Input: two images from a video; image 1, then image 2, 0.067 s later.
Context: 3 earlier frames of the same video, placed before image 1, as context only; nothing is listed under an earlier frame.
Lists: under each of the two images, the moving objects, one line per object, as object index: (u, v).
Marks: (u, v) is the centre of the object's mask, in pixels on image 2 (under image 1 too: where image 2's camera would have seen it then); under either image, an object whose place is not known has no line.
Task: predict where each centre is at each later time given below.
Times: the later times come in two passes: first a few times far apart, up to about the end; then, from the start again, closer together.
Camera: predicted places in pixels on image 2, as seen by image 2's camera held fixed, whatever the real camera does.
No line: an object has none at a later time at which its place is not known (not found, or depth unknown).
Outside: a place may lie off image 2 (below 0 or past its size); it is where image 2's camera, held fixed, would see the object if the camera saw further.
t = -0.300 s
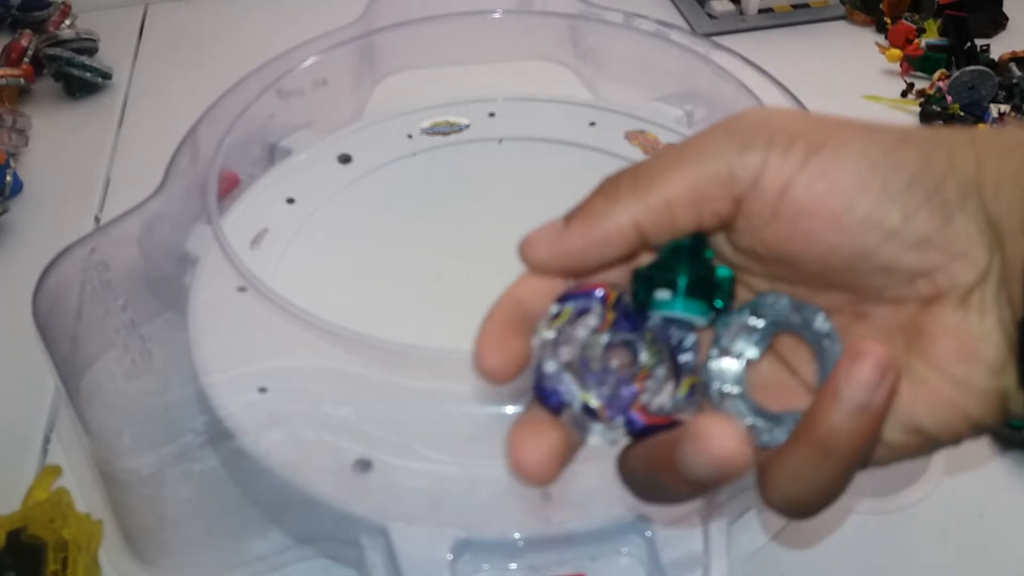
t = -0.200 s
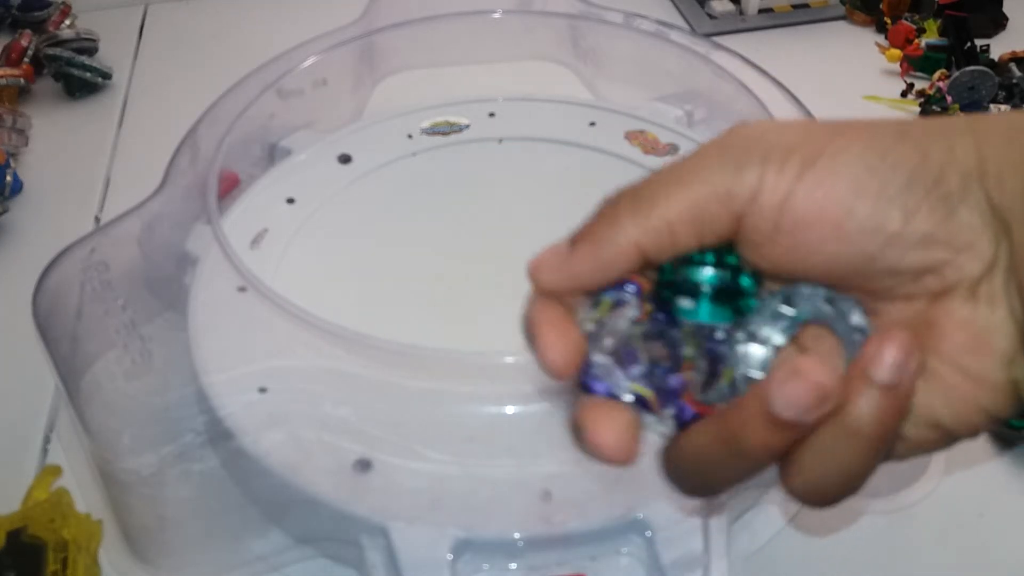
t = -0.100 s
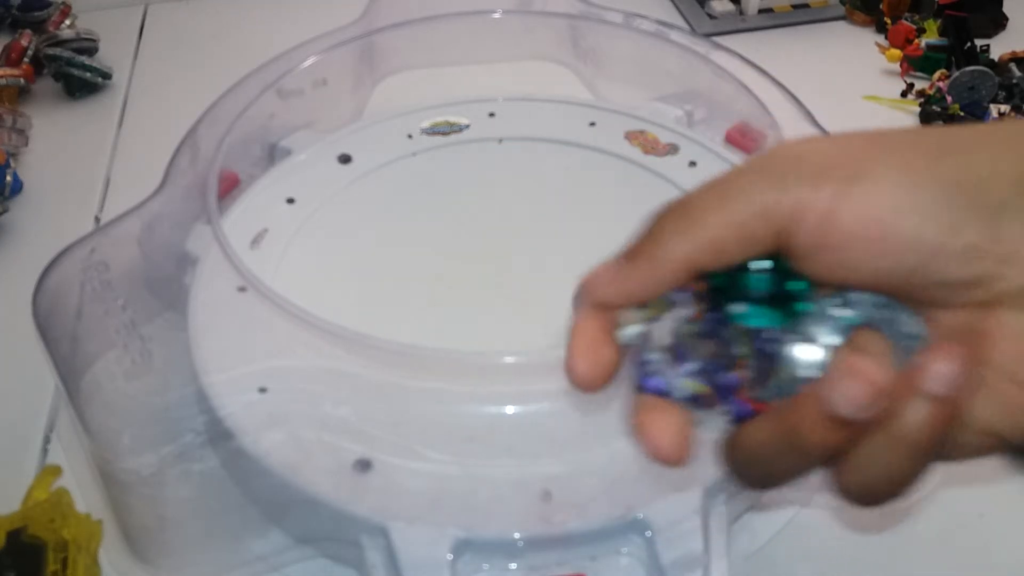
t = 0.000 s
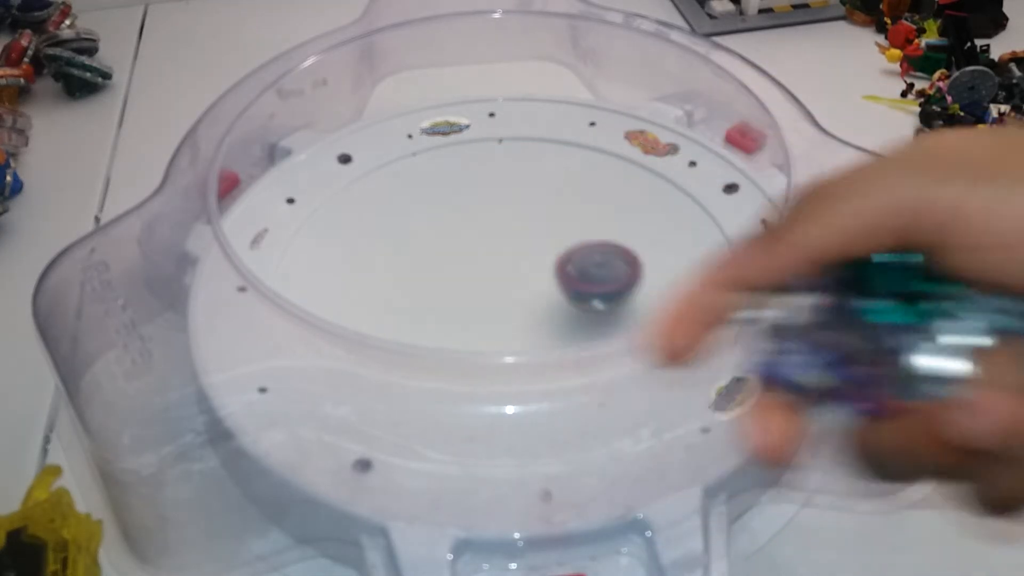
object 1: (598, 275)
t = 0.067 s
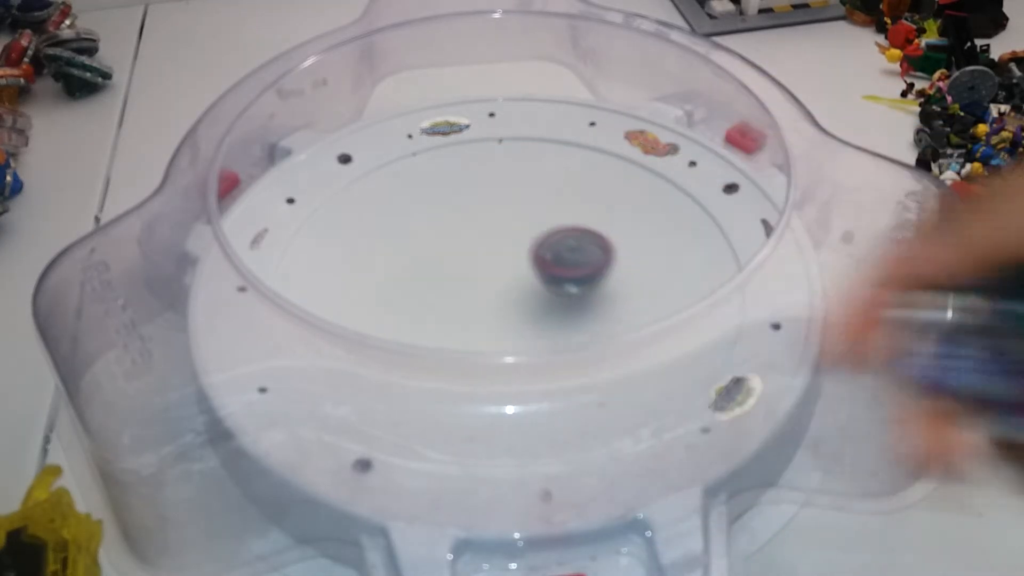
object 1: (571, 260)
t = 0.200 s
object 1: (509, 242)
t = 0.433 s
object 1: (407, 257)
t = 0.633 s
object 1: (436, 311)
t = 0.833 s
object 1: (542, 297)
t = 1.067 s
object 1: (590, 229)
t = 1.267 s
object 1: (531, 198)
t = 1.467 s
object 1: (479, 258)
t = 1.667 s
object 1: (502, 322)
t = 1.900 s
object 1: (591, 322)
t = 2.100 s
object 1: (573, 273)
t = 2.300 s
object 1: (490, 247)
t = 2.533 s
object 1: (403, 263)
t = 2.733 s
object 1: (455, 304)
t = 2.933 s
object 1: (546, 282)
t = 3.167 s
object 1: (581, 224)
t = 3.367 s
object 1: (519, 219)
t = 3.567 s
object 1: (491, 280)
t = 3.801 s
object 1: (536, 330)
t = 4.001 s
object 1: (589, 307)
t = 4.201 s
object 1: (529, 266)
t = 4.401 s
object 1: (450, 254)
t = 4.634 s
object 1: (426, 292)
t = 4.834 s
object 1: (512, 290)
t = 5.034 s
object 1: (564, 247)
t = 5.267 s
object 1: (527, 216)
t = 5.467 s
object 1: (503, 271)
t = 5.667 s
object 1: (540, 317)
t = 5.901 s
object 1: (588, 298)
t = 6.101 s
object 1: (519, 273)
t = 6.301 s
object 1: (446, 280)
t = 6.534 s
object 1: (459, 310)
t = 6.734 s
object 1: (521, 279)
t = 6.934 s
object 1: (533, 232)
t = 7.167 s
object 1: (490, 239)
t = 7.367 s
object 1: (523, 284)
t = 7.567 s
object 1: (585, 294)
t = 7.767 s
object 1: (577, 269)
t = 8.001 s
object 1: (496, 280)
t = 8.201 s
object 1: (459, 314)
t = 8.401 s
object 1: (507, 314)
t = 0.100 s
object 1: (556, 253)
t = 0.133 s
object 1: (541, 248)
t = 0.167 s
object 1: (526, 245)
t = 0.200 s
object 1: (509, 242)
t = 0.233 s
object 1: (493, 240)
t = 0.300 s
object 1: (460, 241)
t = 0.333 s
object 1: (445, 242)
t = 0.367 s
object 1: (431, 245)
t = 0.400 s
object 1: (418, 250)
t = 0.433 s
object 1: (407, 257)
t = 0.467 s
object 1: (399, 266)
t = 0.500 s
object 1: (396, 275)
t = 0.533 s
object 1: (398, 286)
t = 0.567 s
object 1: (406, 297)
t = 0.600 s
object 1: (419, 306)
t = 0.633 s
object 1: (436, 311)
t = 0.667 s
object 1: (455, 314)
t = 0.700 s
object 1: (474, 314)
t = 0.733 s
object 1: (494, 314)
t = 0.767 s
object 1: (511, 310)
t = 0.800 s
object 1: (527, 306)
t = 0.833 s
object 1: (542, 297)
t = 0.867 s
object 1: (555, 290)
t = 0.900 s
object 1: (566, 281)
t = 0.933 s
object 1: (575, 271)
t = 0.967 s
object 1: (582, 261)
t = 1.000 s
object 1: (587, 251)
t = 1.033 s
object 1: (590, 241)
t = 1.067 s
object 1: (590, 229)
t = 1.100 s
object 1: (587, 219)
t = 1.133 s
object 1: (581, 210)
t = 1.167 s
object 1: (572, 204)
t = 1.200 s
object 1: (560, 198)
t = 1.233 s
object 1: (547, 196)
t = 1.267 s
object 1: (531, 198)
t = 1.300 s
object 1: (516, 204)
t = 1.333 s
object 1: (503, 213)
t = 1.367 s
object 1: (493, 223)
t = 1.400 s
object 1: (486, 234)
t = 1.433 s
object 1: (482, 246)
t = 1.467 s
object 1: (479, 258)
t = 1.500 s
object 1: (477, 271)
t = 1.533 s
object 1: (479, 282)
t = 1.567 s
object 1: (482, 293)
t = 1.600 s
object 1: (486, 305)
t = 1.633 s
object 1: (493, 315)
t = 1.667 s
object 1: (502, 322)
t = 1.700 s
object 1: (513, 327)
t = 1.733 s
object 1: (525, 330)
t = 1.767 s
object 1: (538, 331)
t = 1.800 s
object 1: (552, 331)
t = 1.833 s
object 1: (566, 330)
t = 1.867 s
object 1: (579, 327)
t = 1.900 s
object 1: (591, 322)
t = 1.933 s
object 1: (600, 316)
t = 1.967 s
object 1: (603, 308)
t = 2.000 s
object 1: (602, 301)
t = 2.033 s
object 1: (595, 291)
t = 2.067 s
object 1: (585, 281)
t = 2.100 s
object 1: (573, 273)
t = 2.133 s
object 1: (560, 267)
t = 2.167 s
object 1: (547, 262)
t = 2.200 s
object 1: (534, 257)
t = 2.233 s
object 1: (520, 252)
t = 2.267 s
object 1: (505, 249)
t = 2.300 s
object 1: (490, 247)
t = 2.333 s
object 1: (475, 246)
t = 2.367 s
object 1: (461, 245)
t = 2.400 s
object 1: (446, 246)
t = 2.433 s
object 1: (434, 247)
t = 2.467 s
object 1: (422, 250)
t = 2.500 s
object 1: (411, 256)
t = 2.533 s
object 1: (403, 263)
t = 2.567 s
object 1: (400, 271)
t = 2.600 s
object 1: (402, 279)
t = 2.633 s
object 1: (409, 289)
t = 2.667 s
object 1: (421, 297)
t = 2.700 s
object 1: (437, 302)
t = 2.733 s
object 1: (455, 304)
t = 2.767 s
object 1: (472, 304)
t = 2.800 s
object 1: (488, 303)
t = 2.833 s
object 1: (505, 300)
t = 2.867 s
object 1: (520, 294)
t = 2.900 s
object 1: (533, 289)
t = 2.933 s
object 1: (546, 282)
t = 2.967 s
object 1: (556, 275)
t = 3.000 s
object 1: (565, 267)
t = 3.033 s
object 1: (573, 258)
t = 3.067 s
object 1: (579, 249)
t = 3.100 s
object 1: (582, 240)
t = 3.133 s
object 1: (583, 231)
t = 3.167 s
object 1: (581, 224)
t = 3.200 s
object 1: (575, 217)
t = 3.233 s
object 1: (568, 211)
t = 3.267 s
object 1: (557, 208)
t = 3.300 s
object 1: (544, 209)
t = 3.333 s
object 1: (531, 212)
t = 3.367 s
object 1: (519, 219)
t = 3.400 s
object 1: (508, 229)
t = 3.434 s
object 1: (501, 238)
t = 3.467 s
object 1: (496, 249)
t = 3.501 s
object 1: (492, 260)
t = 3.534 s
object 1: (491, 270)
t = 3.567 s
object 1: (491, 280)
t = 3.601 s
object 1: (492, 290)
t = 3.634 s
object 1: (496, 300)
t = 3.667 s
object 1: (501, 309)
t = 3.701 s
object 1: (507, 318)
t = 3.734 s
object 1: (514, 324)
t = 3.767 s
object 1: (524, 327)
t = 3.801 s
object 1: (536, 330)
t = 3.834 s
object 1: (548, 330)
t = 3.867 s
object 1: (561, 329)
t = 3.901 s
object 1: (572, 326)
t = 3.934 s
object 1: (582, 321)
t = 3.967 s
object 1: (588, 315)
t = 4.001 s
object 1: (589, 307)
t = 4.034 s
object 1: (584, 299)
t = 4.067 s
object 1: (576, 289)
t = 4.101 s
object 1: (565, 283)
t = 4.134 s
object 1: (555, 276)
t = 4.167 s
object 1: (542, 270)
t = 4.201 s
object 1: (529, 266)
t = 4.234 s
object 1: (516, 261)
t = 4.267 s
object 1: (503, 258)
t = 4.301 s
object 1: (491, 256)
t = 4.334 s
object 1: (477, 254)
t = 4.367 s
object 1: (463, 253)
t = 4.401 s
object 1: (450, 254)
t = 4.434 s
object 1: (438, 256)
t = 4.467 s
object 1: (428, 259)
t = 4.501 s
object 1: (419, 263)
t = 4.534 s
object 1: (413, 270)
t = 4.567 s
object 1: (412, 278)
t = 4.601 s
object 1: (416, 286)
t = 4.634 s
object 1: (426, 292)
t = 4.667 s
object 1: (439, 297)
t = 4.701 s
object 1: (453, 299)
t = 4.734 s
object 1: (470, 299)
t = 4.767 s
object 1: (485, 298)
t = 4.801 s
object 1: (500, 294)
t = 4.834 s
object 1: (512, 290)
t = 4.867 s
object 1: (524, 284)
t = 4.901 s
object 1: (535, 277)
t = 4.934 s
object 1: (544, 271)
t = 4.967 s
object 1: (552, 263)
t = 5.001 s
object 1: (558, 256)
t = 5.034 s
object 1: (564, 247)
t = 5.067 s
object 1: (567, 239)
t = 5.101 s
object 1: (566, 231)
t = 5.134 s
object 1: (563, 223)
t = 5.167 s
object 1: (558, 217)
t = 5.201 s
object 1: (549, 214)
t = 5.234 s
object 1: (538, 214)
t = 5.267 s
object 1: (527, 216)
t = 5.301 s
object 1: (516, 224)
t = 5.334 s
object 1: (510, 232)
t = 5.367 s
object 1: (504, 242)
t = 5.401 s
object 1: (501, 252)
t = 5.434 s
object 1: (501, 262)
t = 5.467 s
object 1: (503, 271)
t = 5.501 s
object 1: (506, 280)
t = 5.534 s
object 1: (509, 289)
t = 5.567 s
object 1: (515, 297)
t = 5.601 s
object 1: (523, 305)
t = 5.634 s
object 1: (531, 312)
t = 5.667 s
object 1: (540, 317)
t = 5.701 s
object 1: (550, 320)
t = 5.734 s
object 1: (561, 320)
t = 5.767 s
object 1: (572, 319)
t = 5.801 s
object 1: (581, 317)
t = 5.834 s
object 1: (589, 312)
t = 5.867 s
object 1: (591, 306)
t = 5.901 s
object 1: (588, 298)
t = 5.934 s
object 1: (580, 290)
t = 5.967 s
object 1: (570, 285)
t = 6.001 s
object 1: (559, 280)
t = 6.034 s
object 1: (545, 277)
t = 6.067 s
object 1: (532, 275)
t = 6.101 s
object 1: (519, 273)
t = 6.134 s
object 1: (506, 272)
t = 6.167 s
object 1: (493, 273)
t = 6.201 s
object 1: (480, 273)
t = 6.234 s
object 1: (469, 274)
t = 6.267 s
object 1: (456, 277)
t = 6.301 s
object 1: (446, 280)
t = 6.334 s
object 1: (437, 285)
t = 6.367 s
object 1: (432, 290)
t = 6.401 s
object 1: (429, 296)
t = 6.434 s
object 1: (433, 303)
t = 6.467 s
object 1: (439, 307)
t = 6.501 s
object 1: (448, 309)
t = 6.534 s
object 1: (459, 310)
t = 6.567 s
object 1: (473, 309)
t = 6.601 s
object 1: (485, 305)
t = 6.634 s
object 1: (497, 299)
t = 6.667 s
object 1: (505, 293)
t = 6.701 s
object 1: (514, 286)
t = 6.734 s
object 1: (521, 279)
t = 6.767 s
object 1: (526, 271)
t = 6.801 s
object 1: (530, 263)
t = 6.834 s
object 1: (533, 255)
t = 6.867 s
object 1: (534, 247)
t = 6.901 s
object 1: (534, 240)
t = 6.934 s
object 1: (533, 232)
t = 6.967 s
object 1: (528, 226)
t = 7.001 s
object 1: (522, 221)
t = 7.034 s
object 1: (513, 220)
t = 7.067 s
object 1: (504, 221)
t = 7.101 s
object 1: (497, 225)
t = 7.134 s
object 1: (492, 231)
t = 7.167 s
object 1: (490, 239)
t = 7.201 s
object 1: (490, 248)
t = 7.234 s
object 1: (493, 257)
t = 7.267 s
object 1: (499, 265)
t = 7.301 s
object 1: (505, 272)
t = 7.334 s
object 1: (513, 278)
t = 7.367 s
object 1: (523, 284)
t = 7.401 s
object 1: (533, 289)
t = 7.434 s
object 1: (542, 293)
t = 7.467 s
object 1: (554, 295)
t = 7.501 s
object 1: (565, 296)
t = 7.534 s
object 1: (575, 296)
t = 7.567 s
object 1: (585, 294)
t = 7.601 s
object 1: (594, 289)
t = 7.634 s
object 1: (597, 283)
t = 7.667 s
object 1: (596, 279)
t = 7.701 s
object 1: (593, 274)
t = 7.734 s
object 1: (586, 271)
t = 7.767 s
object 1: (577, 269)
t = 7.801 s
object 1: (567, 266)
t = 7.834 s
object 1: (554, 267)
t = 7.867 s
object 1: (542, 268)
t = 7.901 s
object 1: (530, 269)
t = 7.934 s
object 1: (518, 272)
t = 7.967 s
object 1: (507, 275)
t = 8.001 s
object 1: (496, 280)
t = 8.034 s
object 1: (486, 284)
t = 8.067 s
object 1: (477, 289)
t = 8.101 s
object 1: (469, 294)
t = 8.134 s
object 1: (463, 300)
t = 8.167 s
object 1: (459, 307)
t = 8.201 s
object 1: (459, 314)
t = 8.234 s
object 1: (463, 319)
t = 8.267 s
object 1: (470, 323)
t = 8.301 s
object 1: (478, 324)
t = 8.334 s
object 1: (488, 322)
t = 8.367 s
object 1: (498, 320)
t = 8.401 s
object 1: (507, 314)
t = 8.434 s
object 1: (513, 306)
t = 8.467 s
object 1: (517, 299)
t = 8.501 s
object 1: (520, 290)
